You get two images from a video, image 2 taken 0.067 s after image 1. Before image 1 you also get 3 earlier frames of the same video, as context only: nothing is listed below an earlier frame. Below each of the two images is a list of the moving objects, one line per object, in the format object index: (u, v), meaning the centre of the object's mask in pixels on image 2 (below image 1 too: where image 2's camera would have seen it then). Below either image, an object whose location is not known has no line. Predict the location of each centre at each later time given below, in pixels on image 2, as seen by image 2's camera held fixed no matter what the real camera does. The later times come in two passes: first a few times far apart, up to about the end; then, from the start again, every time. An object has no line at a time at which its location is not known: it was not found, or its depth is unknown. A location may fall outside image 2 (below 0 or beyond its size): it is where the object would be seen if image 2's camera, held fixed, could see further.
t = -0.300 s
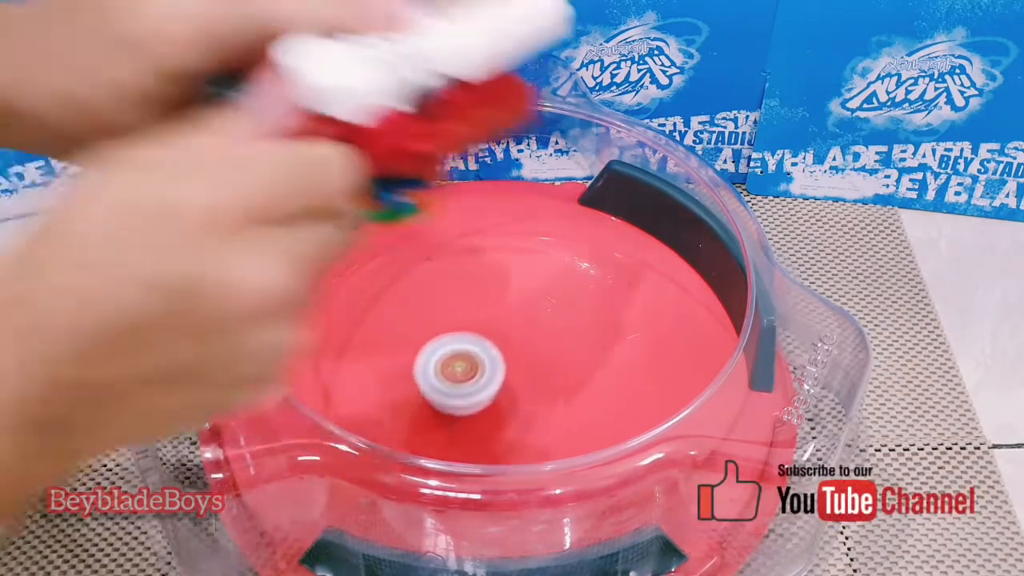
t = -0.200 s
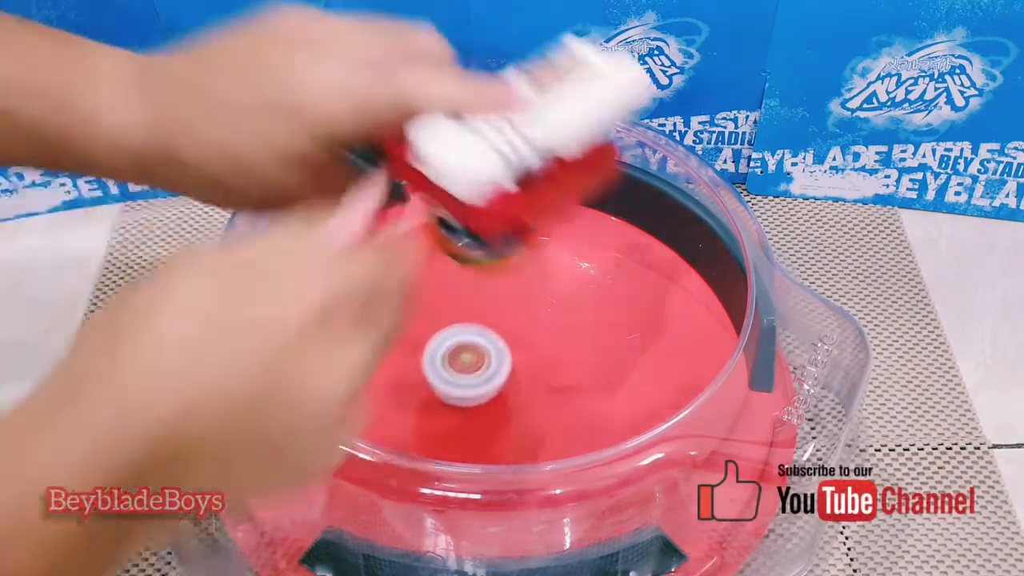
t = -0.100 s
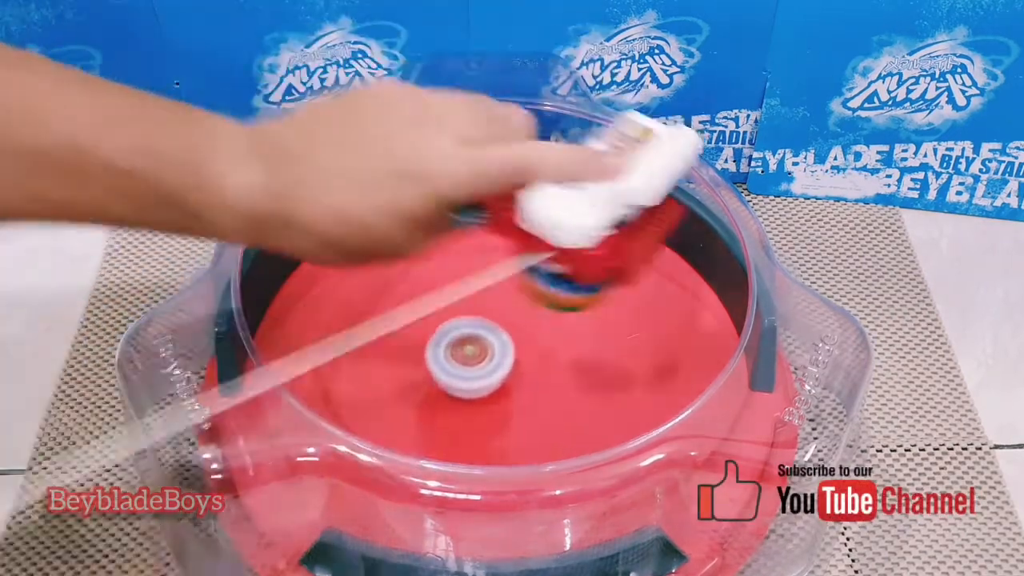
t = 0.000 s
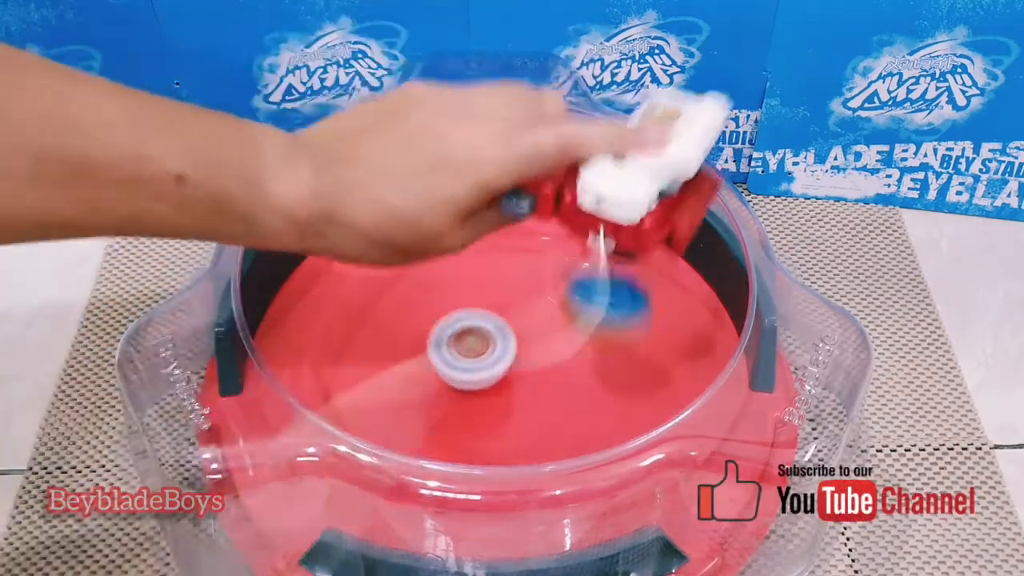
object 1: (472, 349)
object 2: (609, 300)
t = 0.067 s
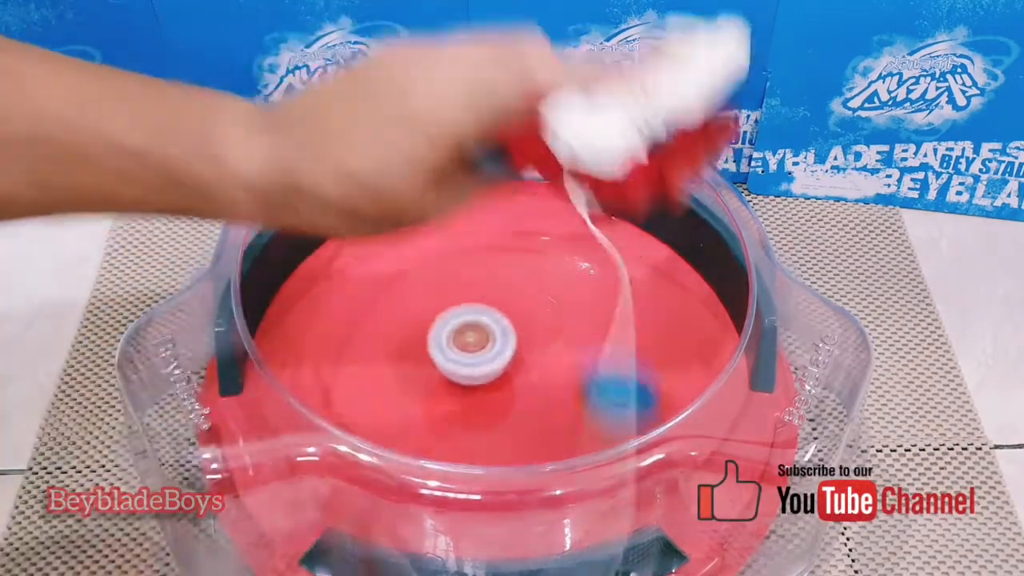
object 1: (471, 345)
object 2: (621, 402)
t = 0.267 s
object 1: (455, 320)
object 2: (542, 370)
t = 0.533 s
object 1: (336, 350)
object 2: (504, 352)
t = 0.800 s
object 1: (553, 440)
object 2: (421, 295)
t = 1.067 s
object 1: (603, 243)
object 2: (420, 396)
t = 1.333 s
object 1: (382, 235)
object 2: (561, 388)
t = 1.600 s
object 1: (395, 472)
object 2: (558, 299)
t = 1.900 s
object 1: (726, 401)
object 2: (444, 340)
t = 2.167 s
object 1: (536, 308)
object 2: (436, 419)
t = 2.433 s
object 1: (467, 217)
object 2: (472, 506)
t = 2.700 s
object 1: (359, 345)
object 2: (641, 317)
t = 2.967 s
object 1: (509, 466)
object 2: (327, 266)
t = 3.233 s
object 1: (676, 376)
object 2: (434, 524)
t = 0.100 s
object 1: (472, 343)
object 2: (613, 407)
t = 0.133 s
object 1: (471, 340)
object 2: (598, 392)
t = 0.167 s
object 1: (470, 337)
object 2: (582, 387)
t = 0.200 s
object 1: (469, 334)
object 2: (566, 387)
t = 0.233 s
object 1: (467, 331)
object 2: (546, 370)
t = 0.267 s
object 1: (455, 320)
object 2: (542, 370)
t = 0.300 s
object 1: (436, 305)
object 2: (541, 372)
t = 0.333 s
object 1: (418, 296)
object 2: (539, 373)
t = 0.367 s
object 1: (401, 291)
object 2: (535, 373)
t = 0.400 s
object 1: (386, 292)
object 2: (531, 371)
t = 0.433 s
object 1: (370, 298)
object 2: (525, 368)
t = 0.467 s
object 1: (355, 309)
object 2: (519, 364)
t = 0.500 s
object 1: (343, 326)
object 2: (512, 358)
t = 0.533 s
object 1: (336, 350)
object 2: (504, 352)
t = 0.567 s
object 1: (337, 373)
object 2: (496, 343)
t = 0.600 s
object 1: (351, 396)
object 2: (487, 333)
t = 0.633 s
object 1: (369, 426)
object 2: (478, 323)
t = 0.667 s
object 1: (399, 443)
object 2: (468, 312)
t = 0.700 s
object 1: (440, 456)
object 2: (456, 303)
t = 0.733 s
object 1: (480, 458)
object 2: (444, 297)
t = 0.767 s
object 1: (517, 454)
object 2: (432, 294)
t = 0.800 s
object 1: (553, 440)
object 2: (421, 295)
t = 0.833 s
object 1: (582, 421)
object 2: (409, 300)
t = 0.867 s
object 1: (606, 400)
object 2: (399, 309)
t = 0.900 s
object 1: (622, 375)
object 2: (391, 321)
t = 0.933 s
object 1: (631, 349)
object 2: (387, 336)
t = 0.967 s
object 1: (634, 320)
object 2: (388, 353)
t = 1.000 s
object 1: (630, 294)
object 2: (395, 369)
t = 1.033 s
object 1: (620, 266)
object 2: (406, 384)
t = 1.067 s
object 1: (603, 243)
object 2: (420, 396)
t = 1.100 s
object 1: (583, 222)
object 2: (438, 405)
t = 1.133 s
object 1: (556, 209)
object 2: (458, 410)
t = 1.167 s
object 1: (527, 200)
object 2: (477, 412)
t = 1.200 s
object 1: (497, 196)
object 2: (495, 411)
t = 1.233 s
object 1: (466, 198)
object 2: (513, 408)
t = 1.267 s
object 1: (437, 204)
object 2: (529, 403)
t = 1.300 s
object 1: (408, 216)
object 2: (545, 397)
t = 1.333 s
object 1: (382, 235)
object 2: (561, 388)
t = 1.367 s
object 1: (360, 257)
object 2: (574, 379)
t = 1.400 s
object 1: (342, 285)
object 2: (585, 367)
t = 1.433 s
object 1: (330, 318)
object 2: (590, 355)
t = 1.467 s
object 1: (326, 352)
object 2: (592, 343)
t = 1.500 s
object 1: (332, 384)
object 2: (589, 330)
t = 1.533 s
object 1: (343, 418)
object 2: (582, 318)
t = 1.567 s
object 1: (367, 449)
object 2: (572, 308)
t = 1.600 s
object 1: (395, 472)
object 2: (558, 299)
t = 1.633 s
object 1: (434, 490)
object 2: (541, 293)
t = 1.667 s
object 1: (477, 499)
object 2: (524, 289)
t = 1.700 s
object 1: (522, 505)
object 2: (505, 289)
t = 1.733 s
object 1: (567, 500)
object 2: (489, 292)
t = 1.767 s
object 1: (612, 491)
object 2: (474, 299)
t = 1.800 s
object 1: (649, 474)
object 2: (461, 308)
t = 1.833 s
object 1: (682, 452)
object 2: (452, 317)
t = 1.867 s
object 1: (708, 429)
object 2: (447, 329)
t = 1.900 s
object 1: (726, 401)
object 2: (444, 340)
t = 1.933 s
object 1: (725, 376)
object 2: (443, 351)
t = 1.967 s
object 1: (698, 363)
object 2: (444, 359)
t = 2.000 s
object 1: (668, 361)
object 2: (446, 367)
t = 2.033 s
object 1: (637, 355)
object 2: (450, 373)
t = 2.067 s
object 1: (601, 347)
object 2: (456, 379)
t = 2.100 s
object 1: (564, 342)
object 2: (463, 384)
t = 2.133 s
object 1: (534, 334)
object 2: (469, 390)
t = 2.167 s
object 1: (536, 308)
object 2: (436, 419)
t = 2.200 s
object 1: (543, 280)
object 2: (414, 432)
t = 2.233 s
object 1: (545, 258)
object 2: (386, 470)
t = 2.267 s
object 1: (543, 241)
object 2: (372, 495)
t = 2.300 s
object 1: (536, 229)
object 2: (375, 504)
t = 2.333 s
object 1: (524, 222)
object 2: (390, 508)
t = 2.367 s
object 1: (508, 218)
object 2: (414, 510)
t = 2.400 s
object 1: (489, 217)
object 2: (439, 510)
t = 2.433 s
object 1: (467, 217)
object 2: (472, 506)
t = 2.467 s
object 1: (447, 220)
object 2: (509, 505)
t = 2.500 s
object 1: (426, 228)
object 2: (552, 498)
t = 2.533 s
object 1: (405, 240)
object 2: (593, 481)
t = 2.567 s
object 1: (389, 255)
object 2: (627, 454)
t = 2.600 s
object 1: (374, 273)
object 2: (652, 420)
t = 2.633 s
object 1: (364, 295)
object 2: (660, 383)
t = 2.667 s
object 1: (359, 320)
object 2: (657, 350)
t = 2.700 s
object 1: (359, 345)
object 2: (641, 317)
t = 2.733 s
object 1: (364, 369)
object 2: (615, 288)
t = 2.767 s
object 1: (375, 390)
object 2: (582, 261)
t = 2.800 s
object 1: (390, 406)
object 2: (540, 244)
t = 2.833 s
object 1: (411, 420)
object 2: (498, 236)
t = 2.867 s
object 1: (431, 444)
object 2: (453, 233)
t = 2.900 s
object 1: (457, 457)
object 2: (409, 238)
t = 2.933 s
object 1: (483, 463)
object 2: (365, 248)
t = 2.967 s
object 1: (509, 466)
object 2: (327, 266)
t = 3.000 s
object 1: (537, 466)
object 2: (306, 298)
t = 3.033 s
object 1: (565, 464)
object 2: (293, 331)
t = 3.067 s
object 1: (591, 458)
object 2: (283, 373)
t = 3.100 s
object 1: (618, 448)
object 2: (287, 415)
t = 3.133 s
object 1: (638, 433)
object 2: (302, 451)
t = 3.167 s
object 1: (657, 416)
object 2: (334, 487)
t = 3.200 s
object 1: (669, 398)
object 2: (380, 507)
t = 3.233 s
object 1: (676, 376)
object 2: (434, 524)
